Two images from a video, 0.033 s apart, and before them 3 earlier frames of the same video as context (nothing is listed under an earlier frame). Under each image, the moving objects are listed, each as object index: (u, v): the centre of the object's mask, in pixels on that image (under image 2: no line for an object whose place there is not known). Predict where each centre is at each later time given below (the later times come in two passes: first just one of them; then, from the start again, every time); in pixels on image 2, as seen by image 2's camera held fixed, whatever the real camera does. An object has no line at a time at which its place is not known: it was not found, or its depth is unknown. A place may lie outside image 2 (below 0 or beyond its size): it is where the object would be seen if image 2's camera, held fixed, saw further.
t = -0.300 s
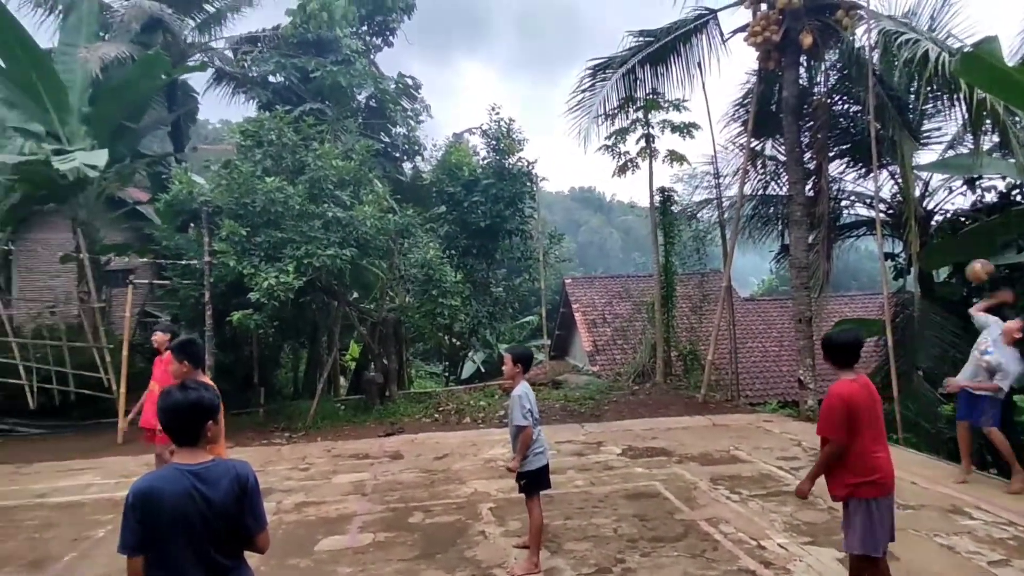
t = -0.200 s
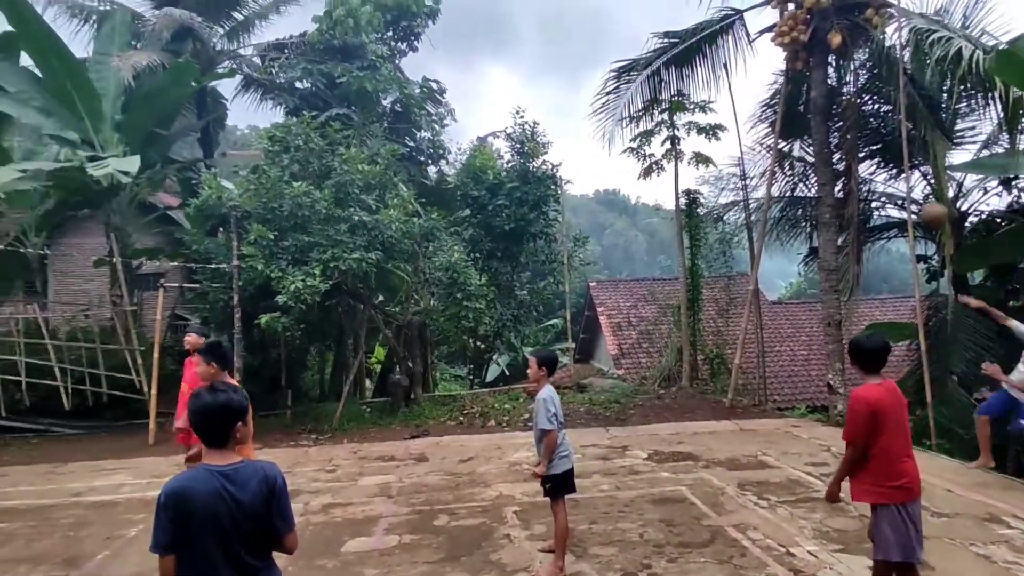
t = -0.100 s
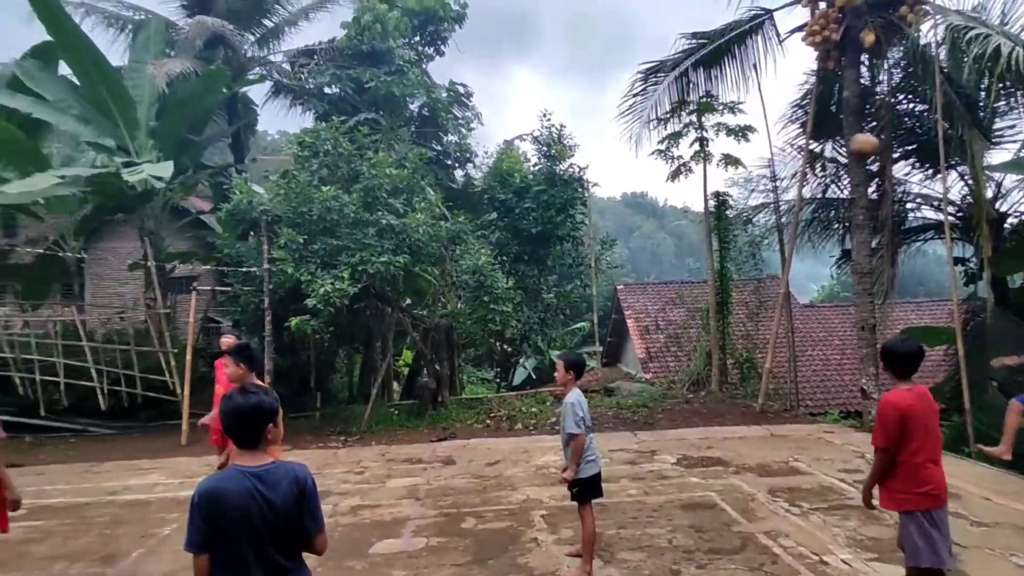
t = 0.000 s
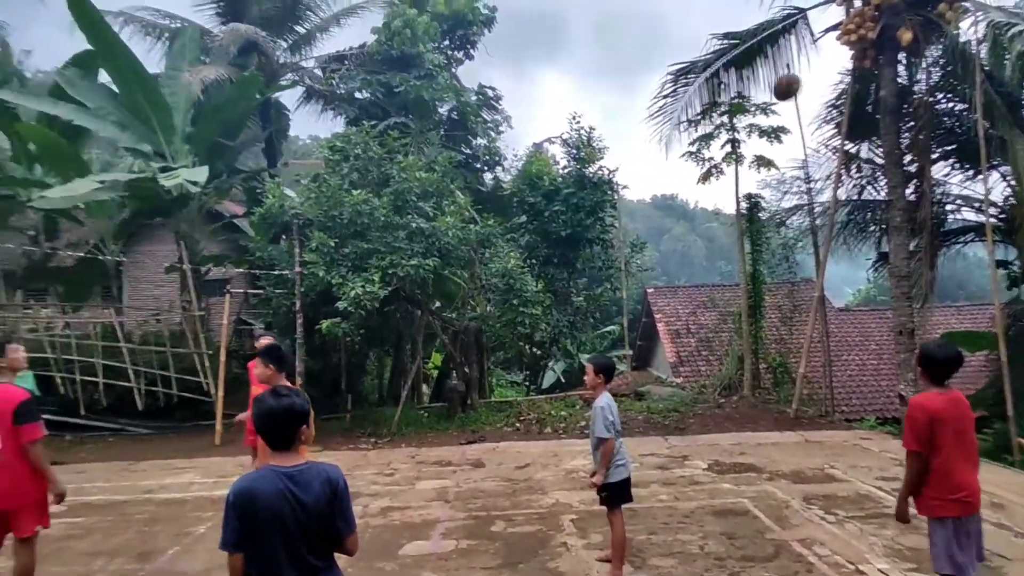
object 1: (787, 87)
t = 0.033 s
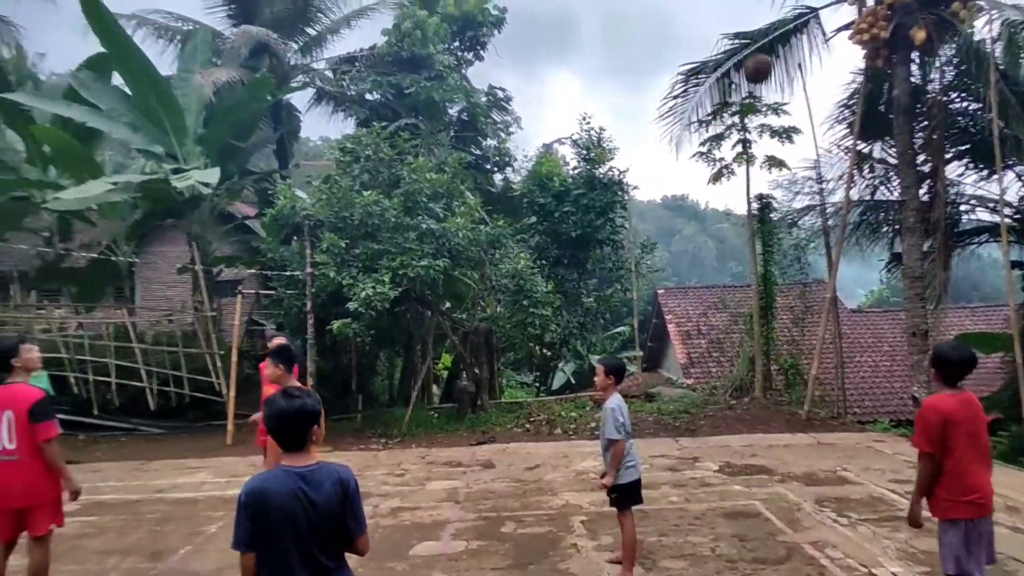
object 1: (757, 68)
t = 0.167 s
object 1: (598, 14)
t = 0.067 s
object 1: (718, 53)
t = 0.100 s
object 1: (679, 38)
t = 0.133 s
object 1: (639, 26)
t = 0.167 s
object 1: (598, 14)
